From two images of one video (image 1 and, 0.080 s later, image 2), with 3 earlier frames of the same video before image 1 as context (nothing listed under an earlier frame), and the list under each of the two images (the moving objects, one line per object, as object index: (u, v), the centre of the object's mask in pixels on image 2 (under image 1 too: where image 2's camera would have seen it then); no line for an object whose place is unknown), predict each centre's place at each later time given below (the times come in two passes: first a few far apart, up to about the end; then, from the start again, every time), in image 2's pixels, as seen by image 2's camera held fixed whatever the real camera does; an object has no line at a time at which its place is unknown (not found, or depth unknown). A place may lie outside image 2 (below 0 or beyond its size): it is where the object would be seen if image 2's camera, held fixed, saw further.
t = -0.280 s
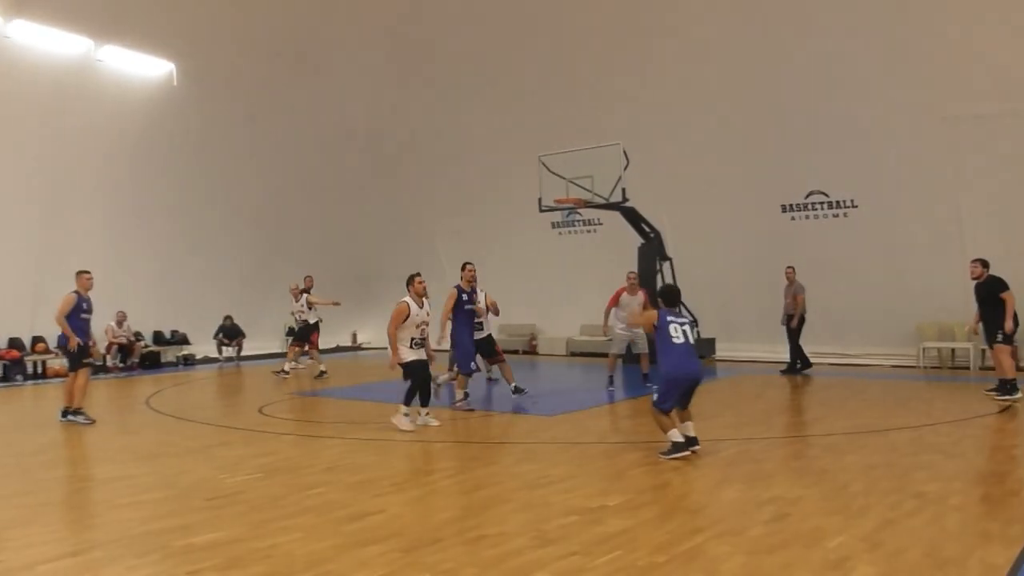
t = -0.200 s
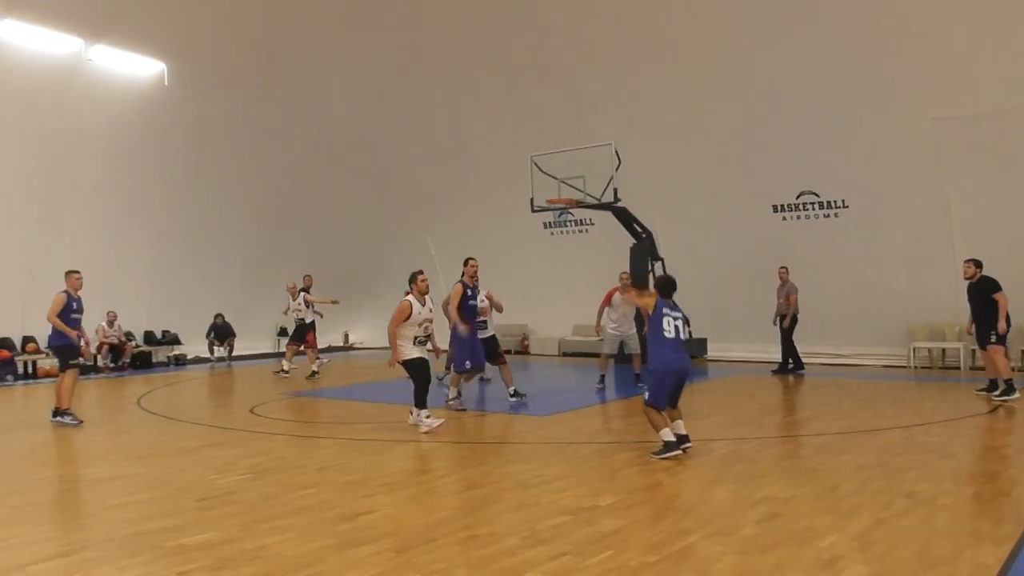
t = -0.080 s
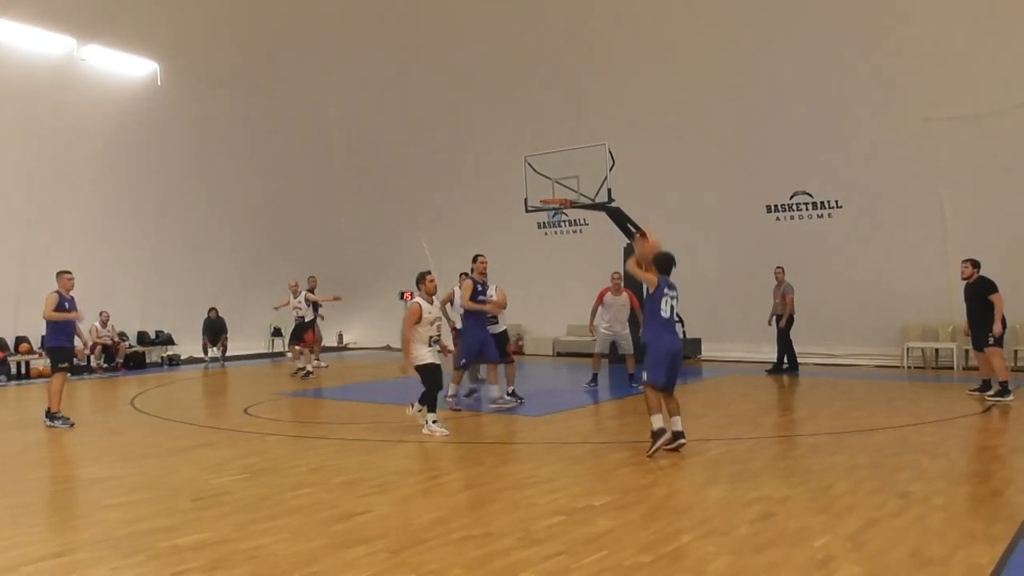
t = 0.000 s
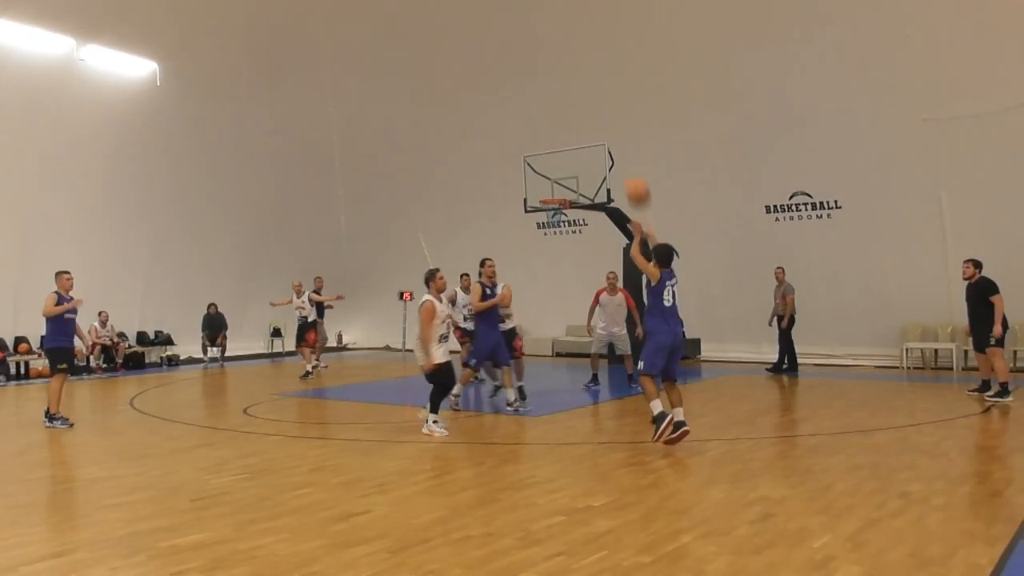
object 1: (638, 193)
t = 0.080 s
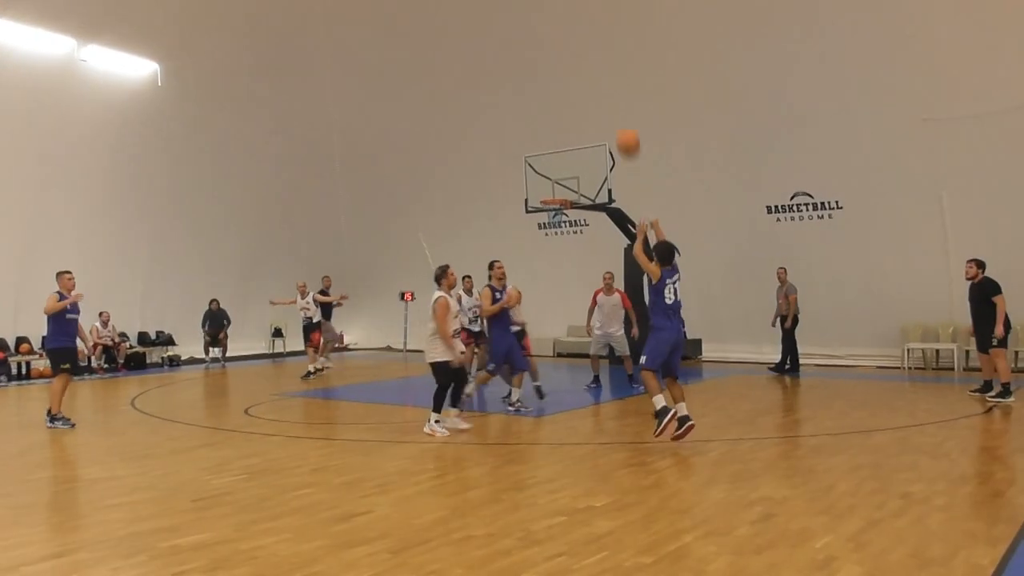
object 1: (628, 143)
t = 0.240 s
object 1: (610, 72)
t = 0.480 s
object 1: (588, 19)
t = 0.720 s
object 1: (573, 18)
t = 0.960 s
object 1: (560, 54)
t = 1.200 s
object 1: (551, 118)
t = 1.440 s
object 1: (538, 197)
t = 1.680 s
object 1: (471, 219)
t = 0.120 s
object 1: (623, 123)
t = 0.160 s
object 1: (618, 104)
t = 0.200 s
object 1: (614, 87)
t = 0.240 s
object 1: (610, 72)
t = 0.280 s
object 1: (606, 59)
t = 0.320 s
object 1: (602, 48)
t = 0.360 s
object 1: (598, 39)
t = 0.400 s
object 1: (595, 31)
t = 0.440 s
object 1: (591, 25)
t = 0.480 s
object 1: (588, 19)
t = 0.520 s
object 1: (587, 17)
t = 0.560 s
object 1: (583, 15)
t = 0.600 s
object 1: (581, 14)
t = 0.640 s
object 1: (579, 14)
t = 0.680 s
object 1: (576, 15)
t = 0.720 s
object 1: (573, 18)
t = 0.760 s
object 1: (571, 22)
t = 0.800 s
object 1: (568, 26)
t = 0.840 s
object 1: (566, 31)
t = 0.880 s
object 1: (564, 38)
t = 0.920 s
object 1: (562, 46)
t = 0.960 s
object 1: (560, 54)
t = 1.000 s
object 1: (558, 62)
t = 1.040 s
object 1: (557, 72)
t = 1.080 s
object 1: (555, 82)
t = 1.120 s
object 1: (553, 93)
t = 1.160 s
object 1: (552, 106)
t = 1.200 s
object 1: (551, 118)
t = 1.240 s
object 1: (549, 131)
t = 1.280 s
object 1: (548, 144)
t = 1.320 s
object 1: (546, 159)
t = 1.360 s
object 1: (545, 174)
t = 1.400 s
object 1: (544, 189)
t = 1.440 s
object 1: (538, 197)
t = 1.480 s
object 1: (526, 198)
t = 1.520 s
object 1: (516, 200)
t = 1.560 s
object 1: (505, 203)
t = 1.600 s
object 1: (493, 208)
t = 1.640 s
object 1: (482, 213)
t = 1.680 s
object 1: (471, 219)
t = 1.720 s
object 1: (460, 225)
